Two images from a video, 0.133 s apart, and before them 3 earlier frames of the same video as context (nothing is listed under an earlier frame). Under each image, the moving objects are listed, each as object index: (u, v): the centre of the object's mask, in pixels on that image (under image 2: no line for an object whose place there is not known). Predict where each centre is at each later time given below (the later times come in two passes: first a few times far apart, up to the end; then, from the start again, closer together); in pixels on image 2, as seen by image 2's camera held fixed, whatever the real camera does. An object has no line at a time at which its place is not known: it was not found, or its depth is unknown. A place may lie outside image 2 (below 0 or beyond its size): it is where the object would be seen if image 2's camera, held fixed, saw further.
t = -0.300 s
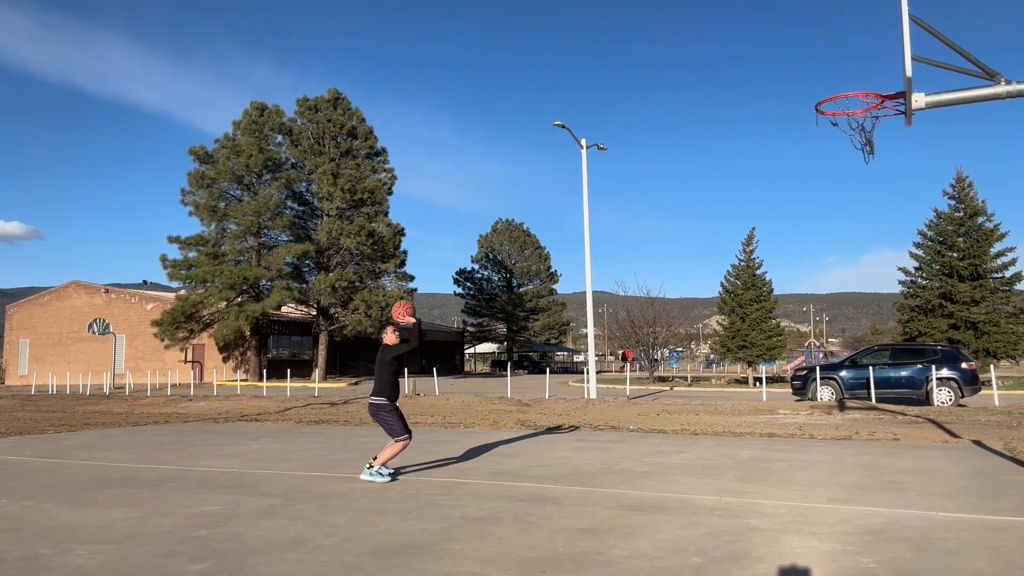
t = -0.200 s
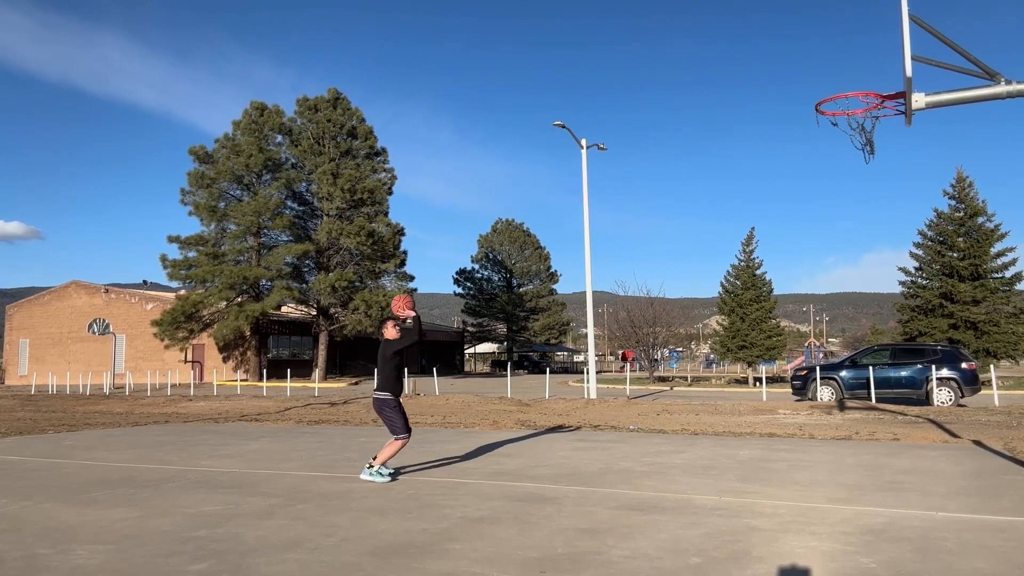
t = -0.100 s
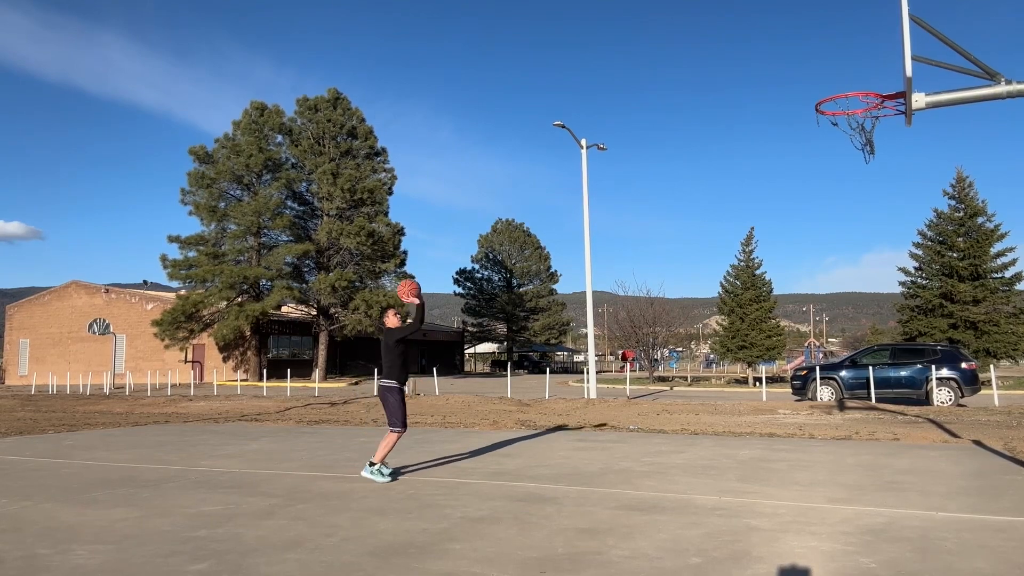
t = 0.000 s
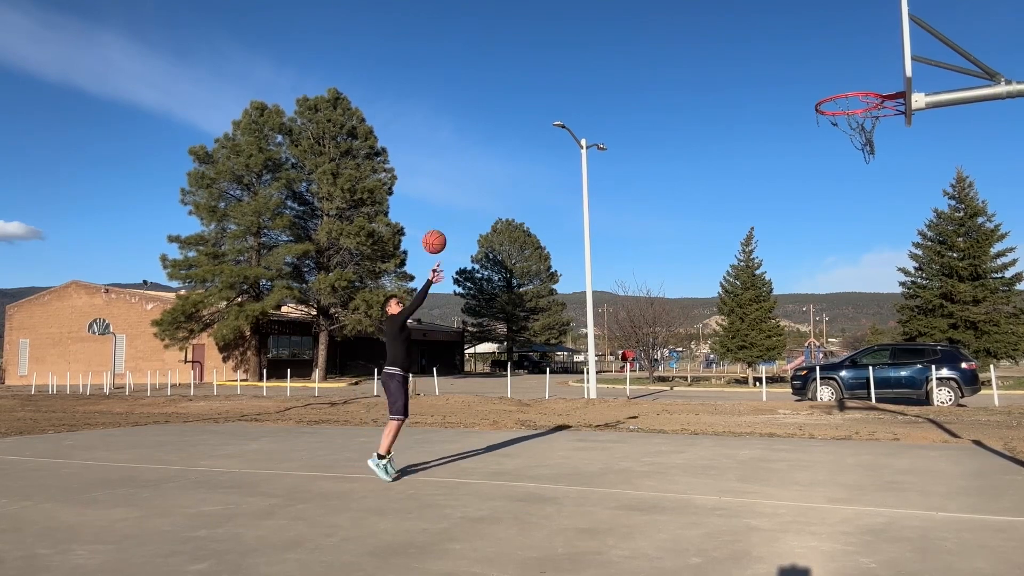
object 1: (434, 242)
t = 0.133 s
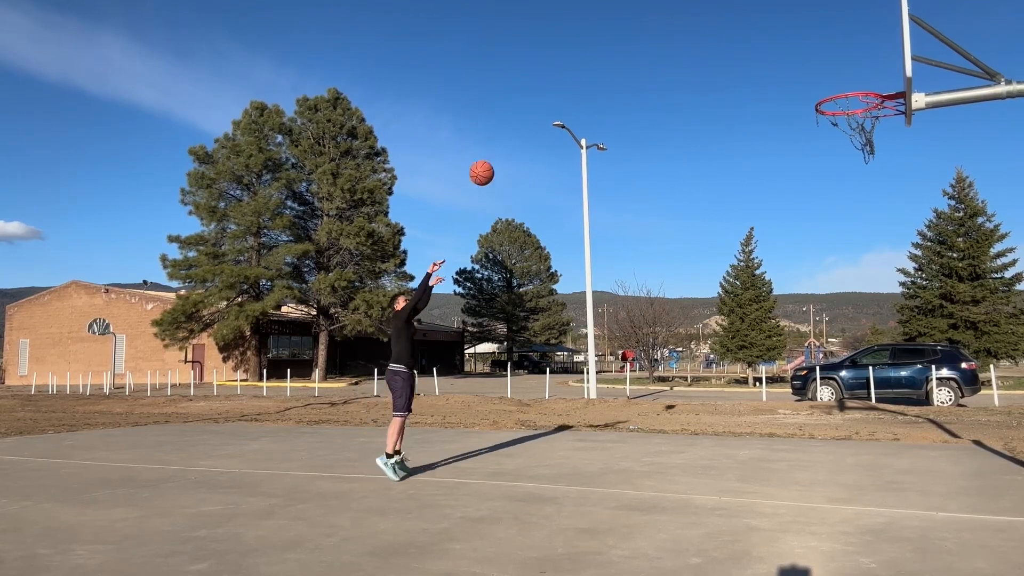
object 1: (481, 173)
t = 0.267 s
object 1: (533, 119)
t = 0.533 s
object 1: (652, 62)
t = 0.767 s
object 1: (775, 73)
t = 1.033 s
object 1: (888, 79)
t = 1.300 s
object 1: (847, 92)
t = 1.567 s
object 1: (837, 98)
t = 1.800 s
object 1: (866, 113)
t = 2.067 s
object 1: (854, 154)
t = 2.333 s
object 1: (844, 265)
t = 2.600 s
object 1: (845, 452)
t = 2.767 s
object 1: (830, 402)
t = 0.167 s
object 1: (494, 158)
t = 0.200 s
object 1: (507, 144)
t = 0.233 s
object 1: (520, 131)
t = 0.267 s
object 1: (533, 119)
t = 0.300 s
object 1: (547, 109)
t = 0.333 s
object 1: (560, 99)
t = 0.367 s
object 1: (575, 90)
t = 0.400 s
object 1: (590, 82)
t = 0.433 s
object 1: (605, 75)
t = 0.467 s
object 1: (620, 70)
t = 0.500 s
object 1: (635, 65)
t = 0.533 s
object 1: (652, 62)
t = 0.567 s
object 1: (668, 59)
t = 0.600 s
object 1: (685, 58)
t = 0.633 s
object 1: (702, 58)
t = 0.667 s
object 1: (720, 60)
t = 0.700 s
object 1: (738, 63)
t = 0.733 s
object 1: (756, 67)
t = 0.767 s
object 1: (775, 73)
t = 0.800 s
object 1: (794, 80)
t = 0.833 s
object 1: (813, 89)
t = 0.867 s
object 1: (827, 86)
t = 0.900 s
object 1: (839, 82)
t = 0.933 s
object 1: (851, 80)
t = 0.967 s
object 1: (864, 78)
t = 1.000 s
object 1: (877, 78)
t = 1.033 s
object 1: (888, 79)
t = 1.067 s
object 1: (879, 79)
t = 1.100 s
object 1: (868, 80)
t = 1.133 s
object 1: (857, 82)
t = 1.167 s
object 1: (846, 89)
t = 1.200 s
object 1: (836, 96)
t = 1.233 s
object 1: (831, 99)
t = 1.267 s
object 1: (839, 95)
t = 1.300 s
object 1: (847, 92)
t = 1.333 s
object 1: (855, 90)
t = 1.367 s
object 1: (864, 90)
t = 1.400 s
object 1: (864, 90)
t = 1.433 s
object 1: (859, 89)
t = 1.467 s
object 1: (852, 89)
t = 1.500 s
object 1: (847, 91)
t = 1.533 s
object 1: (842, 94)
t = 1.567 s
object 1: (837, 98)
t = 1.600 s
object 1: (835, 102)
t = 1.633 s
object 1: (840, 100)
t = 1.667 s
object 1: (845, 100)
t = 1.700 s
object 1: (851, 101)
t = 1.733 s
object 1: (858, 104)
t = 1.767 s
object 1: (862, 110)
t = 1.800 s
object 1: (866, 113)
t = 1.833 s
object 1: (866, 118)
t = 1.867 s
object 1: (867, 122)
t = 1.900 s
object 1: (867, 125)
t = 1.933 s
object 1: (865, 130)
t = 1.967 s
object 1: (862, 133)
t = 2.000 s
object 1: (860, 139)
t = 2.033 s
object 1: (857, 146)
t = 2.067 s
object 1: (854, 154)
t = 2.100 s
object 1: (852, 164)
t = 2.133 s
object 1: (850, 174)
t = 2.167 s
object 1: (848, 187)
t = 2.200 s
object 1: (847, 200)
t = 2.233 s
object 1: (846, 214)
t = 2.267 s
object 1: (845, 230)
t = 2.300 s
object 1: (844, 247)
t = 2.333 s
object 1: (844, 265)
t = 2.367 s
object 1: (843, 284)
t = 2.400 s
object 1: (843, 304)
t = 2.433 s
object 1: (843, 325)
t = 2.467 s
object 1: (843, 348)
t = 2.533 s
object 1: (844, 397)
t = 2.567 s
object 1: (844, 424)
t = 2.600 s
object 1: (845, 452)
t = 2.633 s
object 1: (845, 481)
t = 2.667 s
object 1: (842, 469)
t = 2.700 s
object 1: (838, 445)
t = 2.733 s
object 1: (833, 423)
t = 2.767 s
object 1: (830, 402)
